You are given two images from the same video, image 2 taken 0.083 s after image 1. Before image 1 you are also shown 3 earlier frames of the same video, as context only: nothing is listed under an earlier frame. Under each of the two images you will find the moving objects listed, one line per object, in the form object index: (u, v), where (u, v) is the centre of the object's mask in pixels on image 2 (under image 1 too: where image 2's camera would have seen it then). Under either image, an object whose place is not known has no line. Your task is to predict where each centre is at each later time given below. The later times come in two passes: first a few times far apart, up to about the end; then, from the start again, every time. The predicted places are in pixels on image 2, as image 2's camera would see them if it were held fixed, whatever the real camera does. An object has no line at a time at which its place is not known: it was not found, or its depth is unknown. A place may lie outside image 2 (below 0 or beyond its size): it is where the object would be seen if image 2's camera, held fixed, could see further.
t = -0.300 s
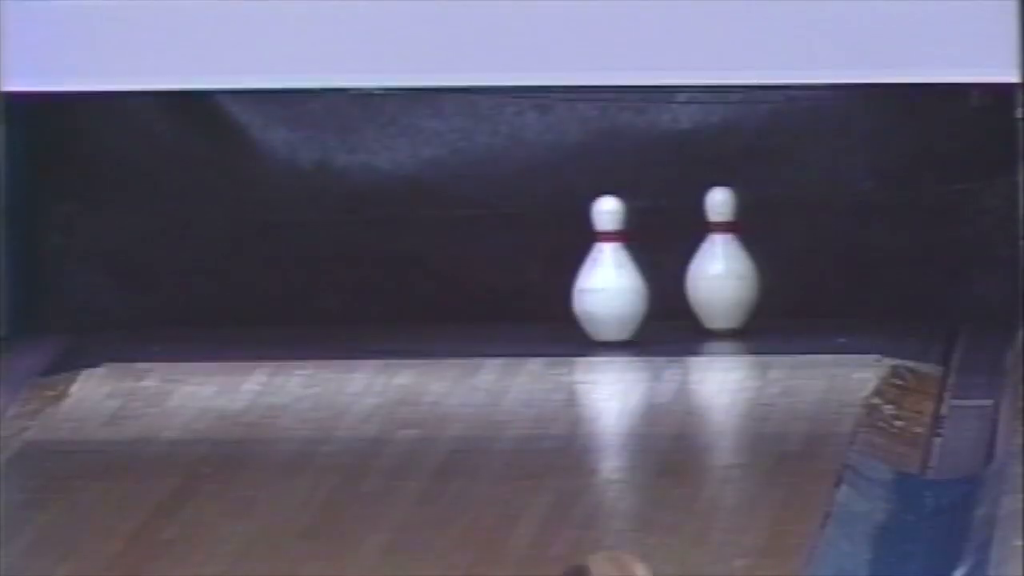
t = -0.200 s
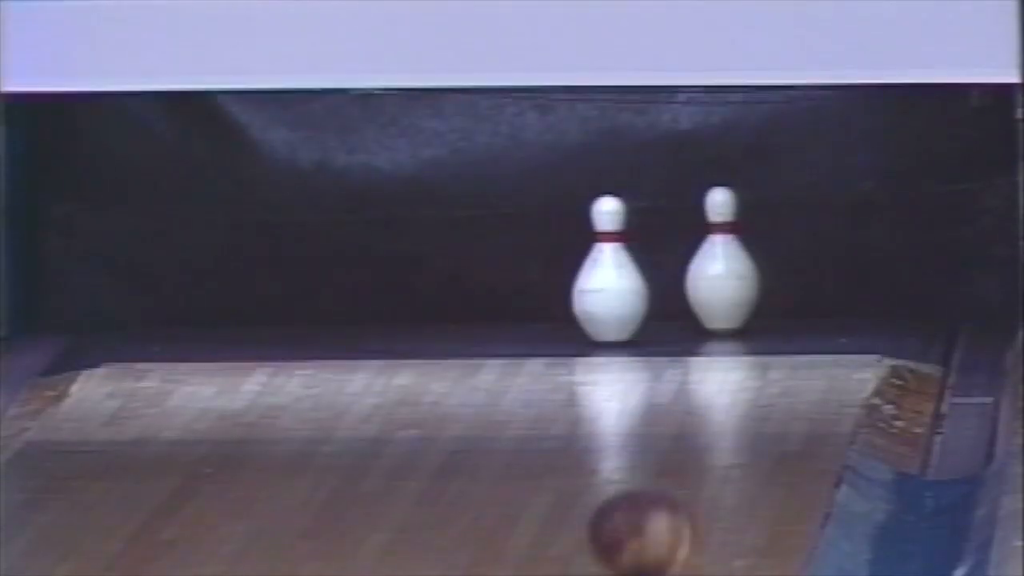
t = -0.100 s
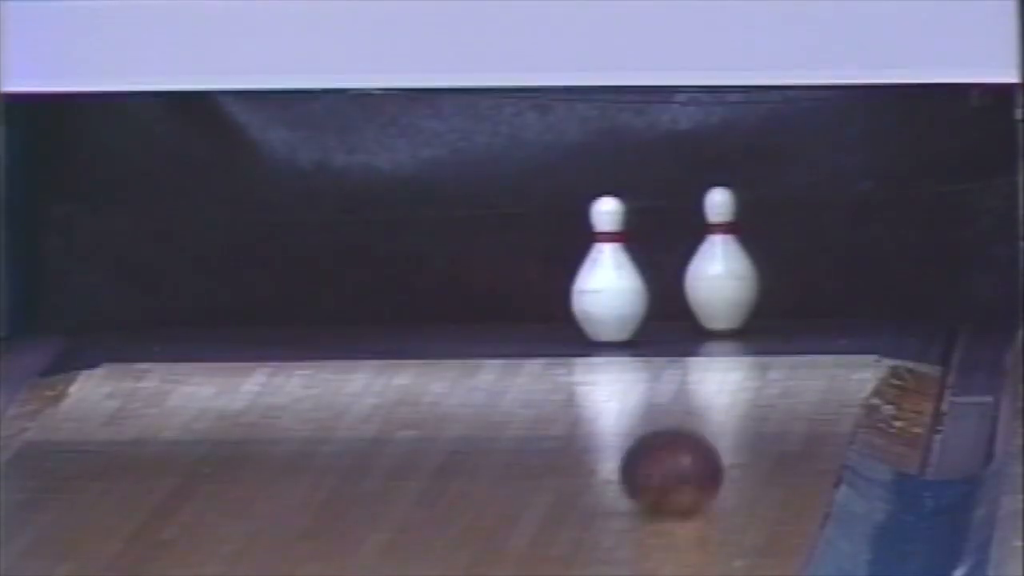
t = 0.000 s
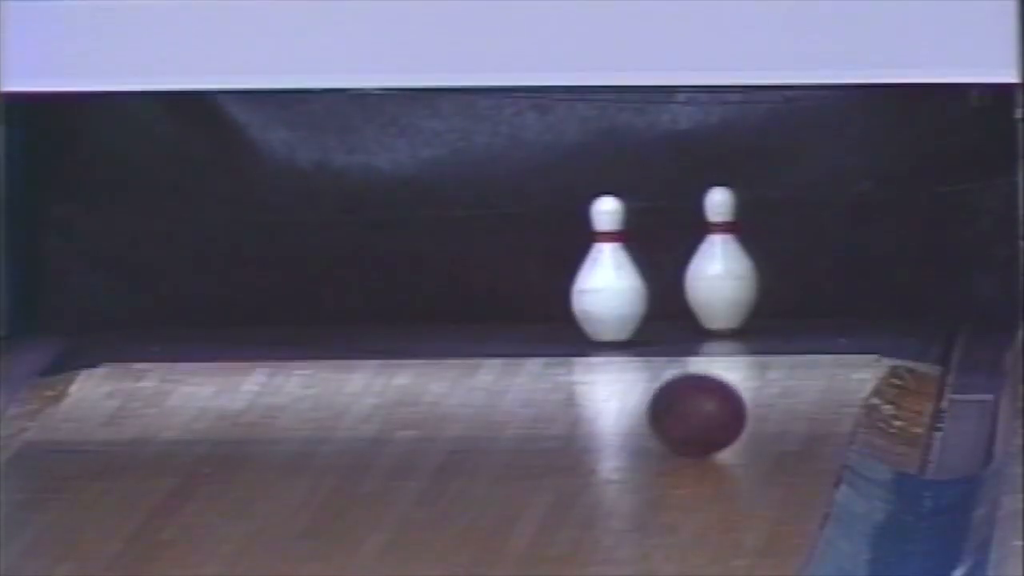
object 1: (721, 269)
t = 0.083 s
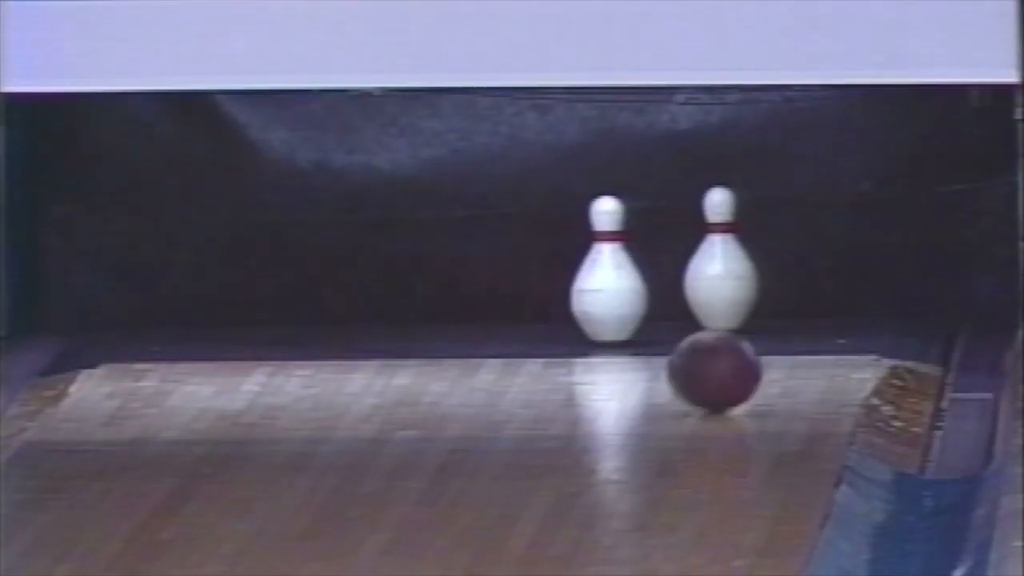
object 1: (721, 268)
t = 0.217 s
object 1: (716, 243)
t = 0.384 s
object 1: (482, 179)
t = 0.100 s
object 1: (721, 266)
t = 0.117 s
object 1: (721, 264)
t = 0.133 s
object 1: (720, 261)
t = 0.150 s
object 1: (720, 256)
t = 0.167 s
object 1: (719, 253)
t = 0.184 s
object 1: (719, 250)
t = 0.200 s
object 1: (718, 246)
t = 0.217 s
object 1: (716, 243)
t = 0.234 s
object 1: (715, 241)
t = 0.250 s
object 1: (706, 249)
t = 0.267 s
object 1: (690, 248)
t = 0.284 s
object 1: (665, 234)
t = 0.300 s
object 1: (592, 218)
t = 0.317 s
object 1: (559, 209)
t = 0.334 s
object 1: (535, 209)
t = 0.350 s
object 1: (516, 191)
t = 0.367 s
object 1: (499, 184)
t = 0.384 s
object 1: (482, 179)
